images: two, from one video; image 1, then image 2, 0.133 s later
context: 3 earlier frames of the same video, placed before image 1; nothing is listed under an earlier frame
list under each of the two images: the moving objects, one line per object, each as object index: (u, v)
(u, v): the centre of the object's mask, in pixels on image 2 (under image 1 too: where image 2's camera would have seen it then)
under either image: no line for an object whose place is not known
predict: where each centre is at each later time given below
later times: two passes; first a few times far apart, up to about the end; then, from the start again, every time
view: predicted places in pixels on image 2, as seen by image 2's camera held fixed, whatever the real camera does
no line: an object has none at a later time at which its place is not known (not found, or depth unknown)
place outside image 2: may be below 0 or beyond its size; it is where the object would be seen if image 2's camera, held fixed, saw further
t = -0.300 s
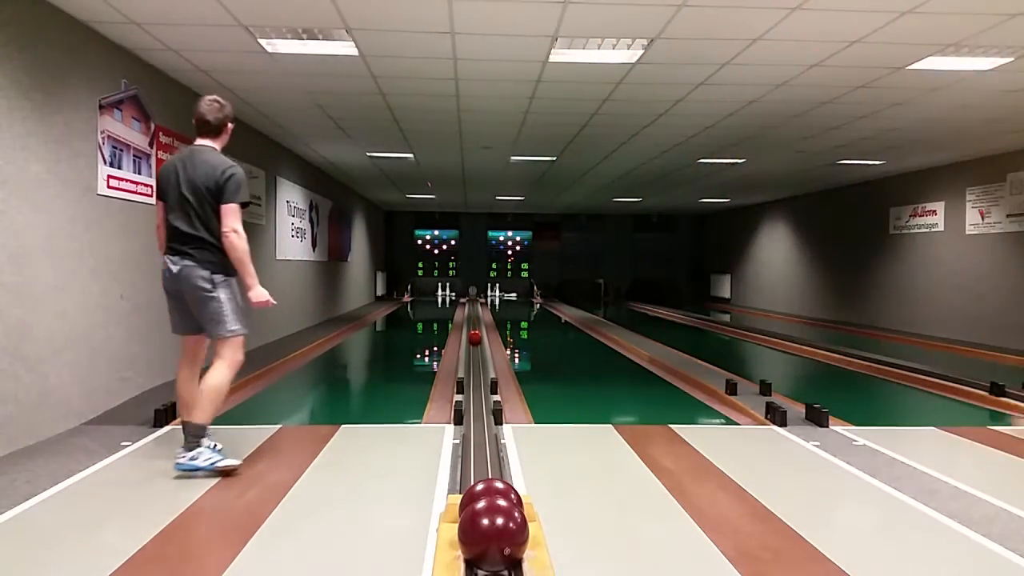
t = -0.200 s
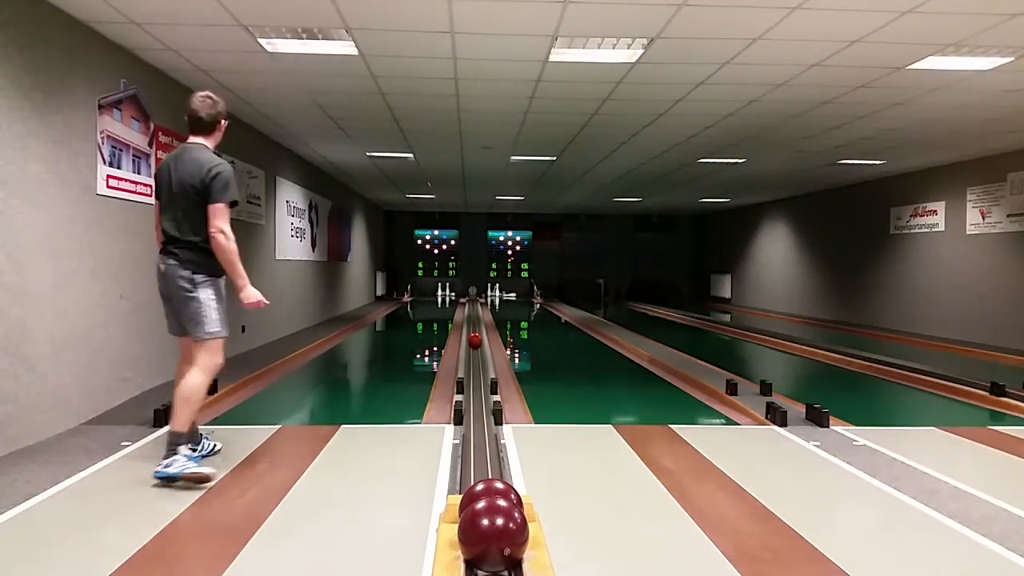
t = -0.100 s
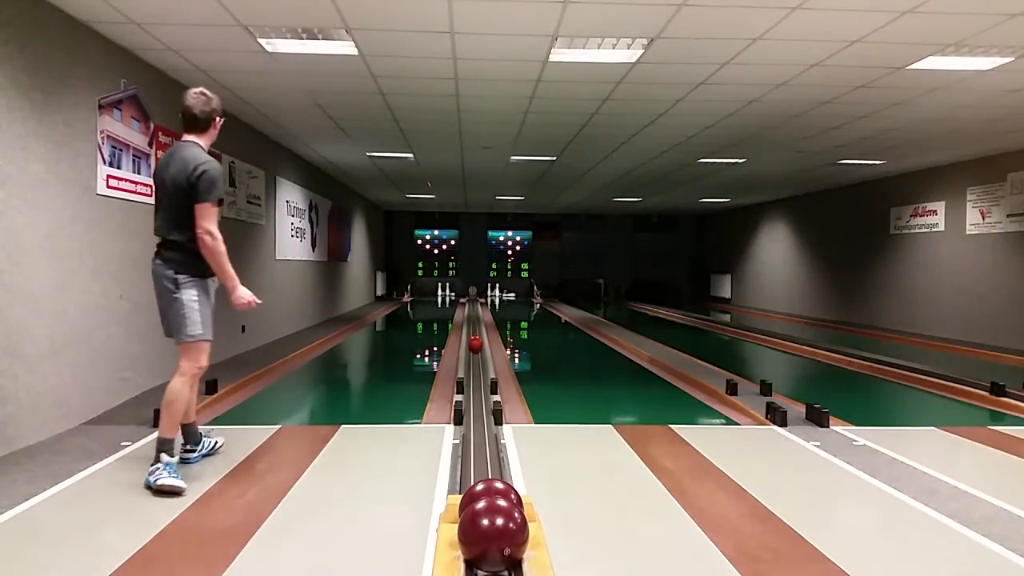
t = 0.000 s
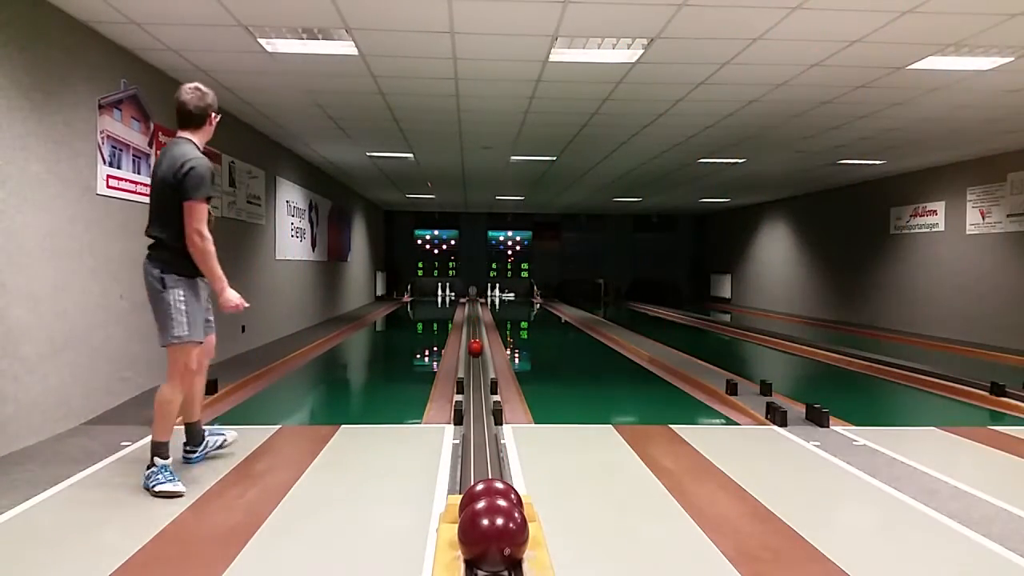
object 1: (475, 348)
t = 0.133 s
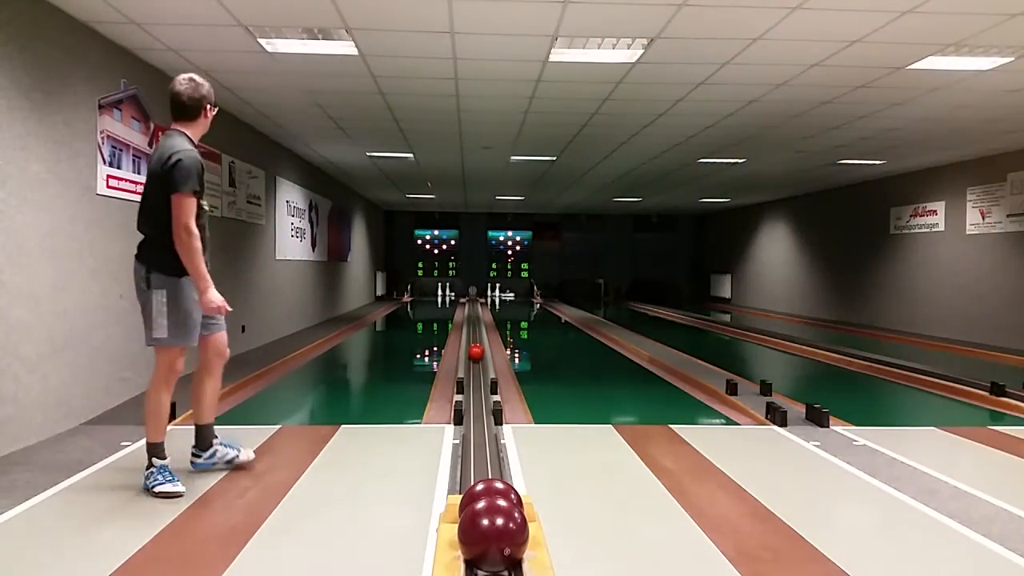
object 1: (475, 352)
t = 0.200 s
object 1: (475, 355)
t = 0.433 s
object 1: (476, 365)
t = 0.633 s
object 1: (476, 377)
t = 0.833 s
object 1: (478, 395)
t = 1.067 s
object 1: (479, 422)
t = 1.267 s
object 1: (480, 450)
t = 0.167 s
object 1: (476, 353)
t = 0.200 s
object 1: (475, 355)
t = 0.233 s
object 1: (476, 356)
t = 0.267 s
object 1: (476, 358)
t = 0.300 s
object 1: (476, 359)
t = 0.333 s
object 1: (476, 360)
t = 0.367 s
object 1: (476, 362)
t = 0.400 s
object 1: (476, 364)
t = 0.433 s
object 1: (476, 365)
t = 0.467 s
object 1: (476, 367)
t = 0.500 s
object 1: (476, 368)
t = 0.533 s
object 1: (476, 371)
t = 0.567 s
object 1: (477, 373)
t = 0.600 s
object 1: (476, 375)
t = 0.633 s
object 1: (476, 377)
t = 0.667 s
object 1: (477, 380)
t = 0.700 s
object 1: (477, 383)
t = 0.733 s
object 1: (477, 386)
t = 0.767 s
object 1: (477, 389)
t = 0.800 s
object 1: (477, 392)
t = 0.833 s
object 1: (478, 395)
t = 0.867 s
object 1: (478, 399)
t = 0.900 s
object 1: (478, 402)
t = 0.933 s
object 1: (478, 407)
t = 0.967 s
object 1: (478, 410)
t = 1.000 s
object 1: (478, 414)
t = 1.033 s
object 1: (479, 417)
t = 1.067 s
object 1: (479, 422)
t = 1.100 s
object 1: (479, 425)
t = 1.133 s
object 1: (479, 430)
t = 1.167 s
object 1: (480, 434)
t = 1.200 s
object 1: (480, 439)
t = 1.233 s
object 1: (480, 444)
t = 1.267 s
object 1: (480, 450)
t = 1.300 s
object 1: (480, 456)
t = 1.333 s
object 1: (480, 462)
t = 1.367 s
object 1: (481, 466)
